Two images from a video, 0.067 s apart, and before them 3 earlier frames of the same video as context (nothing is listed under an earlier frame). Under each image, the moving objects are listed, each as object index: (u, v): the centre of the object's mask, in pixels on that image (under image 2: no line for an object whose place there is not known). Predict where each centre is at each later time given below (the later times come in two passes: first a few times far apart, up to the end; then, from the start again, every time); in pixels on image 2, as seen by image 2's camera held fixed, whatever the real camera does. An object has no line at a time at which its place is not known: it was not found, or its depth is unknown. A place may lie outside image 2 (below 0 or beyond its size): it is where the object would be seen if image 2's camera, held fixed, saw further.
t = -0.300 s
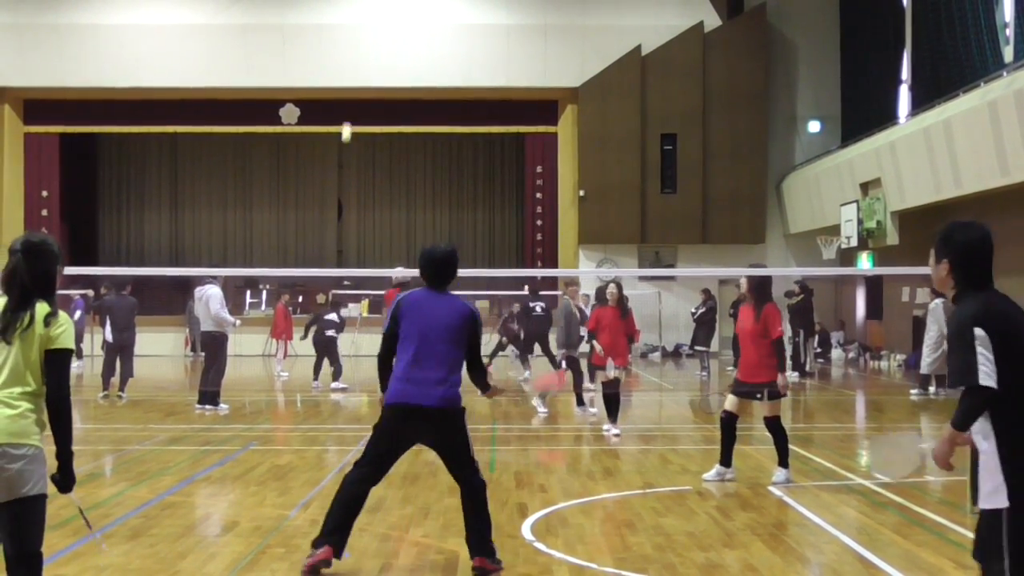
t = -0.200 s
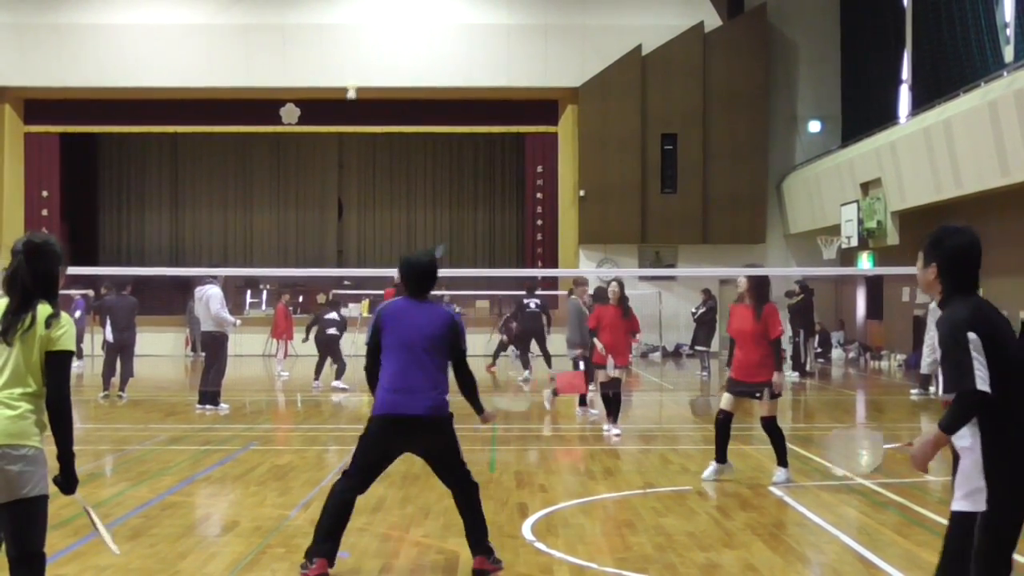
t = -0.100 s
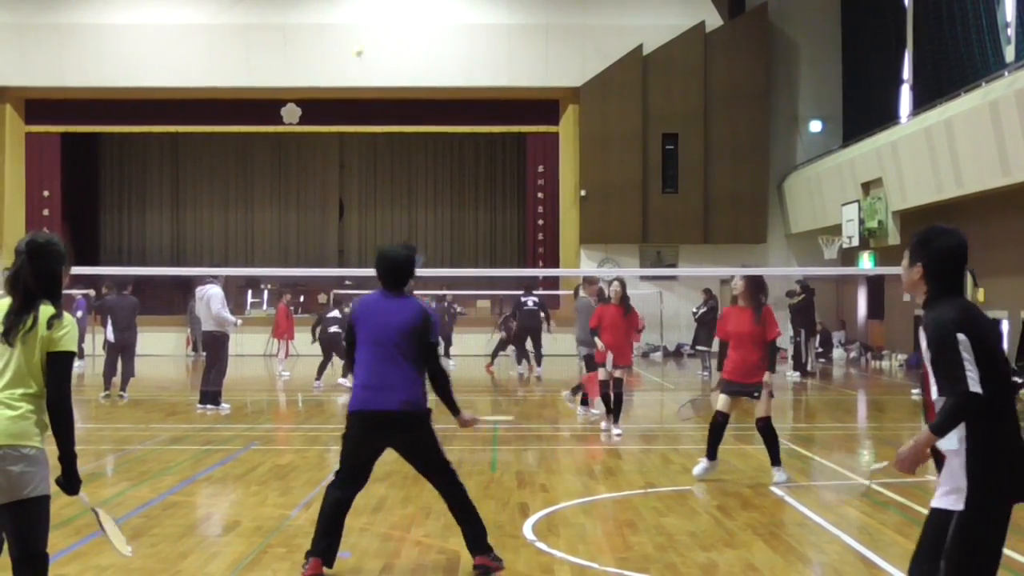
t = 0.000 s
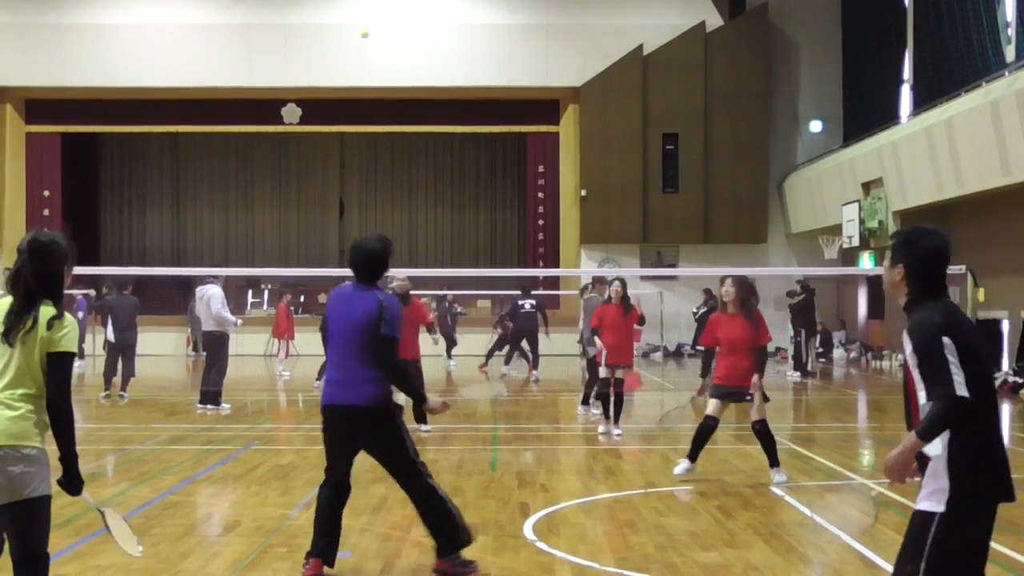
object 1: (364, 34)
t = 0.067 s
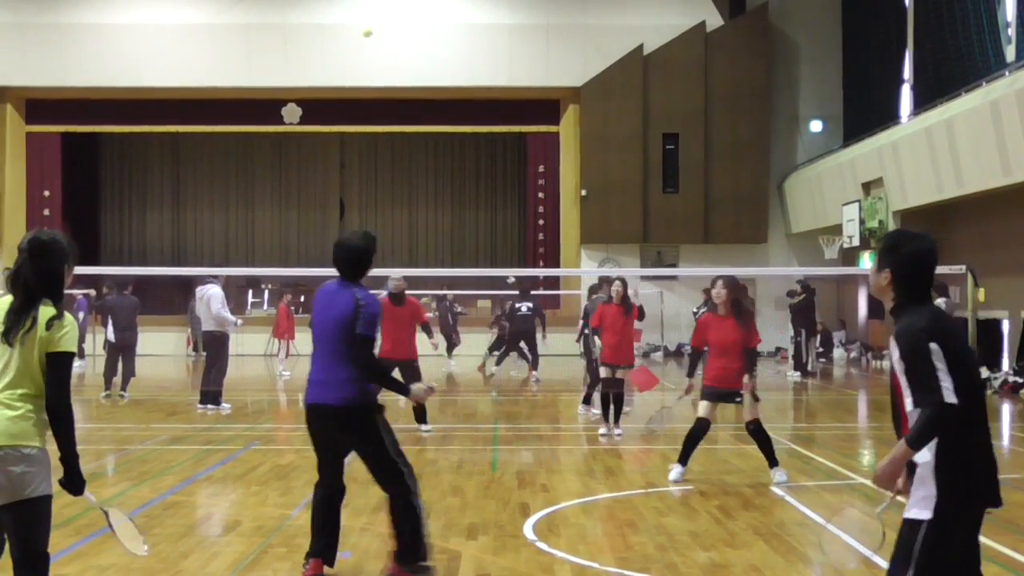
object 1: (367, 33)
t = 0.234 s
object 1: (375, 57)
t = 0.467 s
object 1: (384, 165)
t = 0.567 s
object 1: (390, 242)
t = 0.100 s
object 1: (369, 34)
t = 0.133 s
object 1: (371, 37)
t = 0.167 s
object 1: (372, 42)
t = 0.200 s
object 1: (374, 49)
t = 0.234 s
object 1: (375, 57)
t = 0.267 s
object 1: (377, 68)
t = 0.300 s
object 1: (379, 80)
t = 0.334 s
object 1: (378, 93)
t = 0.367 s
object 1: (378, 107)
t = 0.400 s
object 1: (380, 125)
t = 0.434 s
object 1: (382, 144)
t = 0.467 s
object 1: (384, 165)
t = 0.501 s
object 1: (386, 188)
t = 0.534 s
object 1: (388, 213)
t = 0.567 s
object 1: (390, 242)
